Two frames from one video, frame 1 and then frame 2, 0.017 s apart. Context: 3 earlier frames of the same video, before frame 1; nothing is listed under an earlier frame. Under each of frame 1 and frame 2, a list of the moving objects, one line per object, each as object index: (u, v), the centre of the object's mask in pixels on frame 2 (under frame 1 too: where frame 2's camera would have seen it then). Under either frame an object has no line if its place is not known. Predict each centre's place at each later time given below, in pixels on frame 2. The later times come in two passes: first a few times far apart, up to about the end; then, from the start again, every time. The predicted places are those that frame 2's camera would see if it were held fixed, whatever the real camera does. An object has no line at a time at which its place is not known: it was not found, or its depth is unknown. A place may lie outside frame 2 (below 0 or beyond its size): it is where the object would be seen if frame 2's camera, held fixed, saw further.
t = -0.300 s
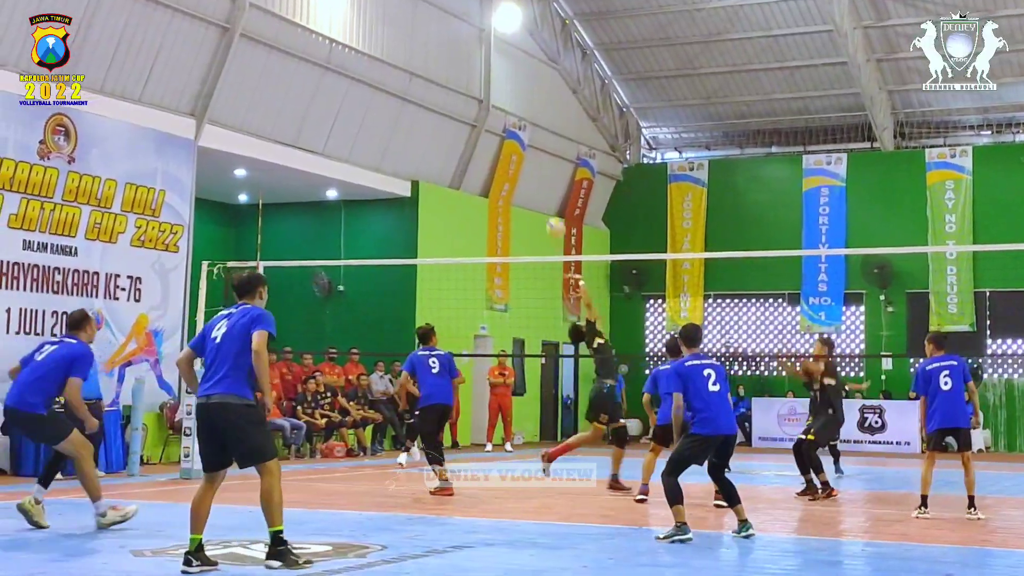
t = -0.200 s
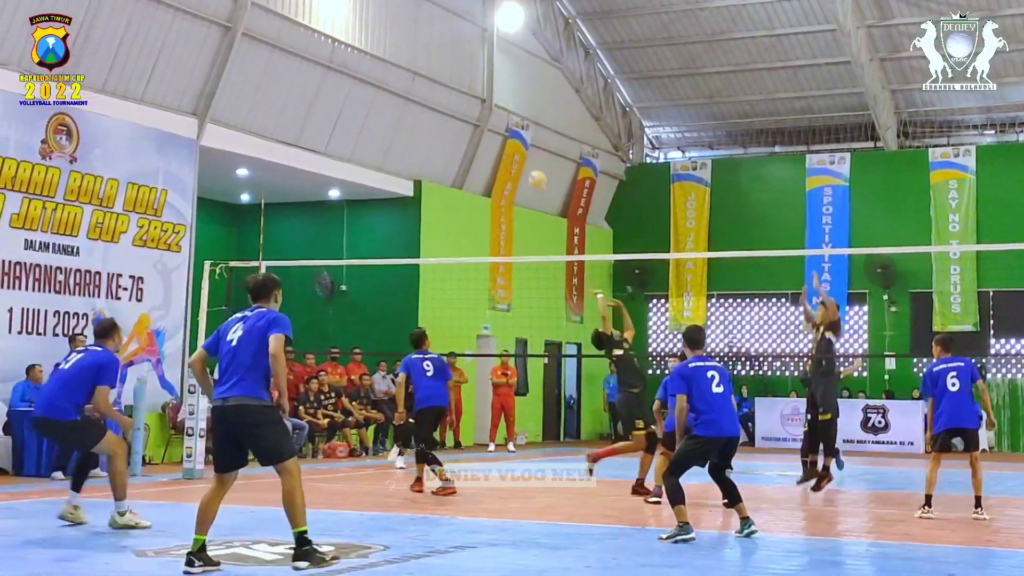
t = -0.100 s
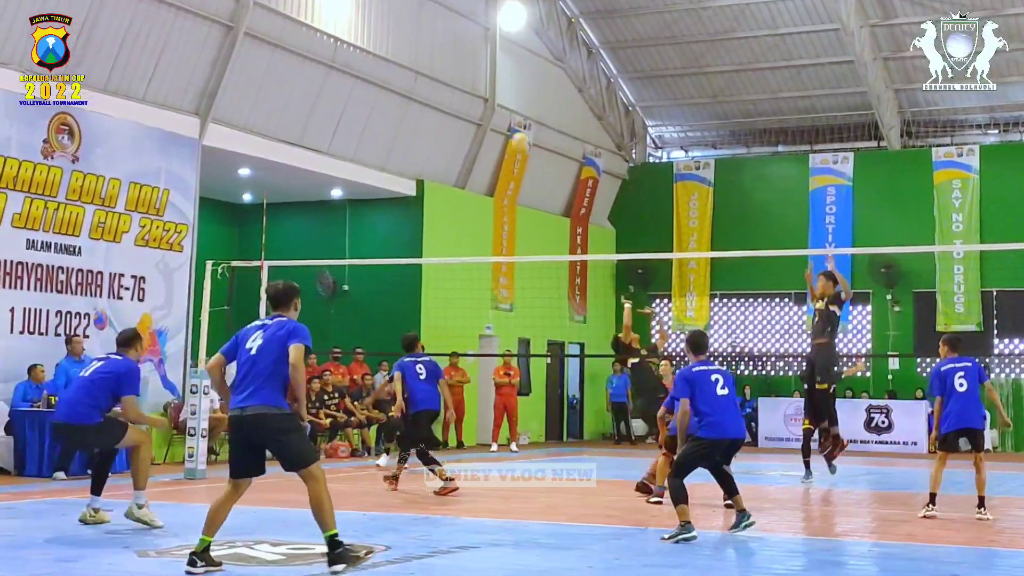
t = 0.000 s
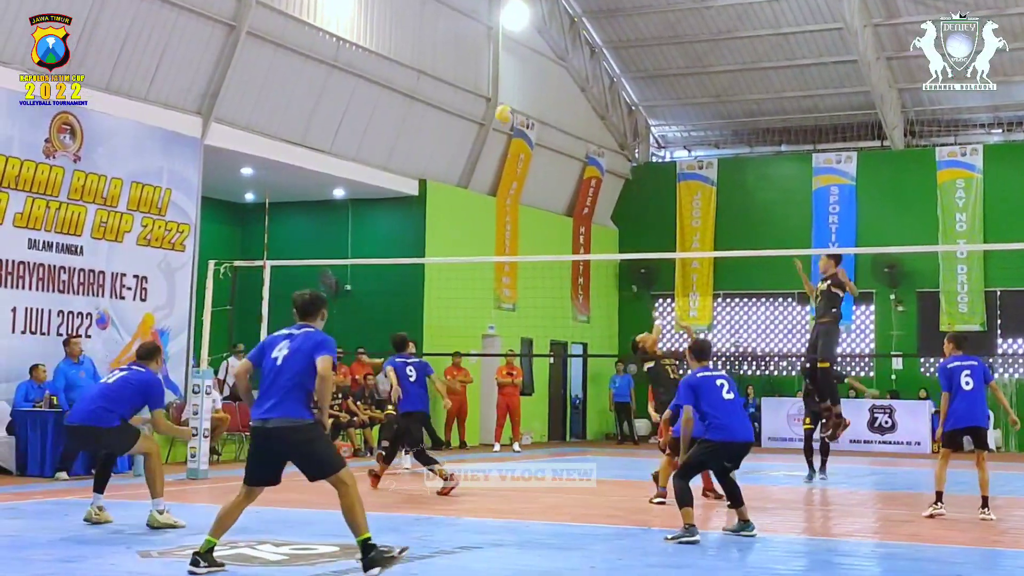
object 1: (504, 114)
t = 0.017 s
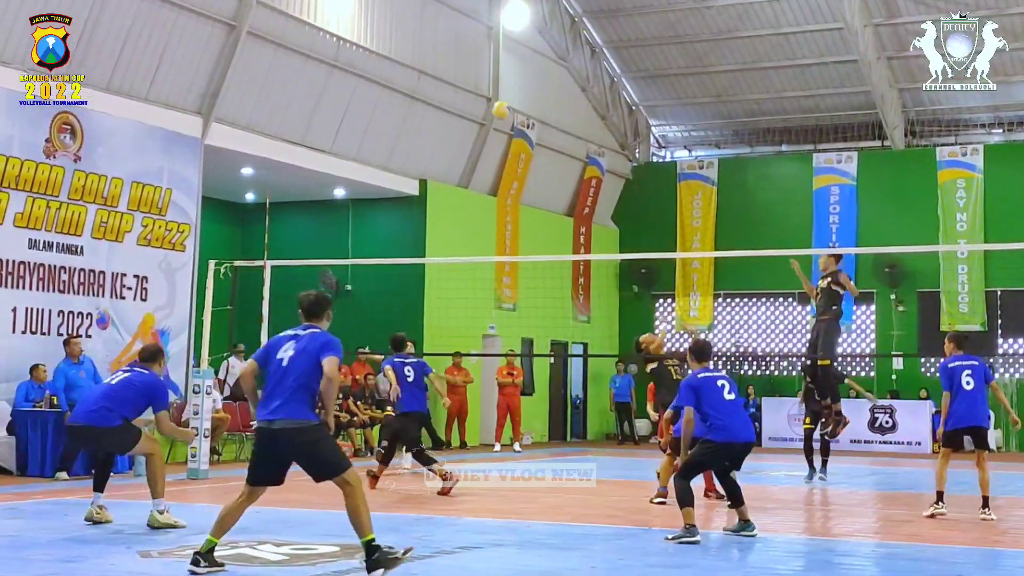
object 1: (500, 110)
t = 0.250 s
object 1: (456, 83)
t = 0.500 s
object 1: (411, 105)
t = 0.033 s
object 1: (497, 107)
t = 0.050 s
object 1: (494, 103)
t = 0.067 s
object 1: (491, 100)
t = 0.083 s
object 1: (488, 98)
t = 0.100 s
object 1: (484, 95)
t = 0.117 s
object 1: (482, 93)
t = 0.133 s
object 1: (478, 91)
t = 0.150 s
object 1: (475, 89)
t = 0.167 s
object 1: (472, 87)
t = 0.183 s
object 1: (469, 86)
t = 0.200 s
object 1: (466, 85)
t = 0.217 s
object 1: (463, 84)
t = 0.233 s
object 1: (459, 83)
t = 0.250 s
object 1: (456, 83)
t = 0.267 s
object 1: (453, 83)
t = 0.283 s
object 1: (450, 83)
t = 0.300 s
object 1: (447, 83)
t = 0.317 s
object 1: (444, 84)
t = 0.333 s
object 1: (441, 85)
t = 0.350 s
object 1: (438, 86)
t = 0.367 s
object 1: (435, 87)
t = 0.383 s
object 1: (432, 89)
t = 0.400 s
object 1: (429, 90)
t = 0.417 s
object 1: (426, 92)
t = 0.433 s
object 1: (423, 95)
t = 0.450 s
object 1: (420, 97)
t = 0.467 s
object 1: (417, 99)
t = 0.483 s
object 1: (414, 102)
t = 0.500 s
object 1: (411, 105)
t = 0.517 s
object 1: (408, 109)
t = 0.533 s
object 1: (405, 112)
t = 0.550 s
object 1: (402, 116)
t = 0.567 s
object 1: (399, 119)
